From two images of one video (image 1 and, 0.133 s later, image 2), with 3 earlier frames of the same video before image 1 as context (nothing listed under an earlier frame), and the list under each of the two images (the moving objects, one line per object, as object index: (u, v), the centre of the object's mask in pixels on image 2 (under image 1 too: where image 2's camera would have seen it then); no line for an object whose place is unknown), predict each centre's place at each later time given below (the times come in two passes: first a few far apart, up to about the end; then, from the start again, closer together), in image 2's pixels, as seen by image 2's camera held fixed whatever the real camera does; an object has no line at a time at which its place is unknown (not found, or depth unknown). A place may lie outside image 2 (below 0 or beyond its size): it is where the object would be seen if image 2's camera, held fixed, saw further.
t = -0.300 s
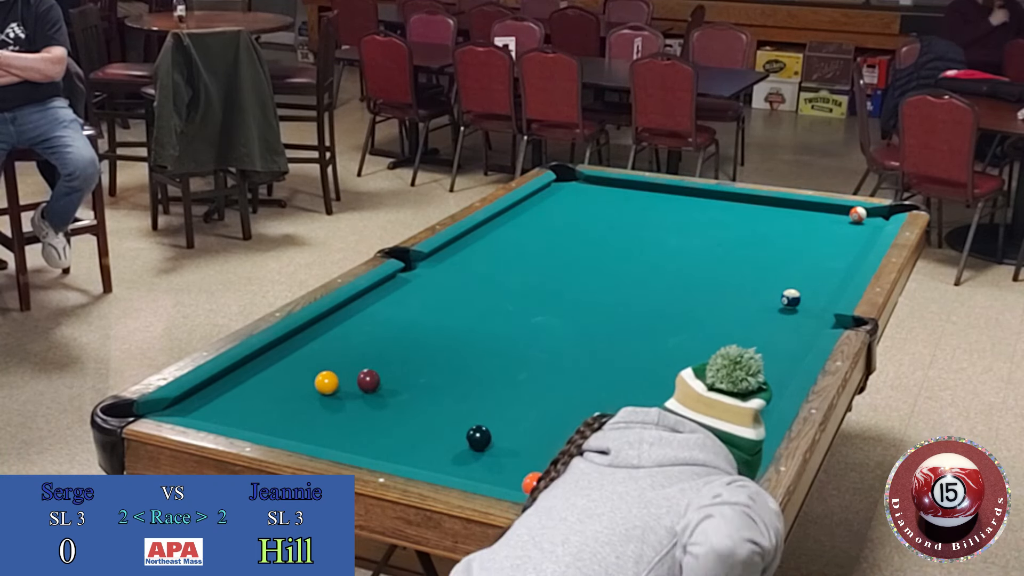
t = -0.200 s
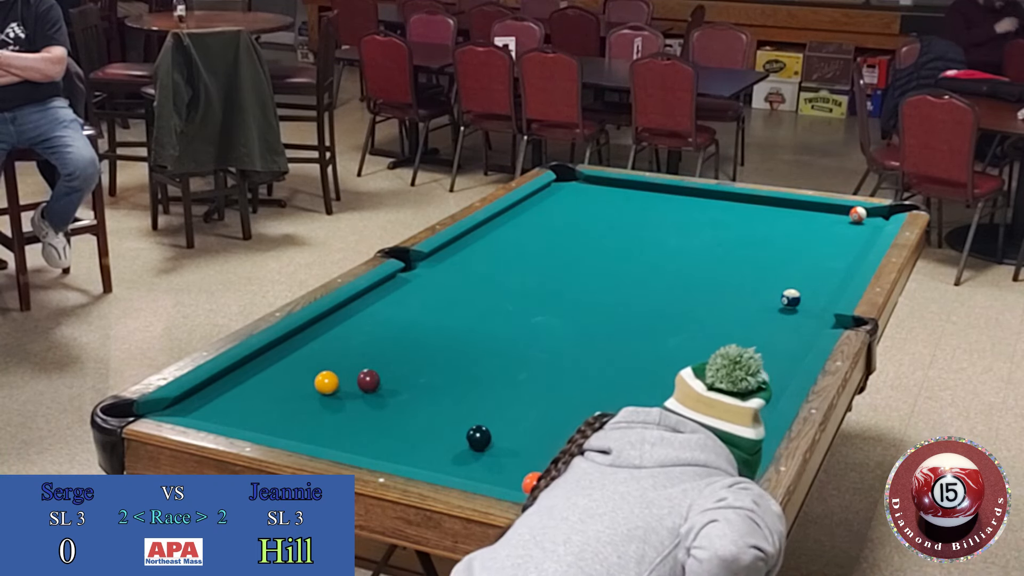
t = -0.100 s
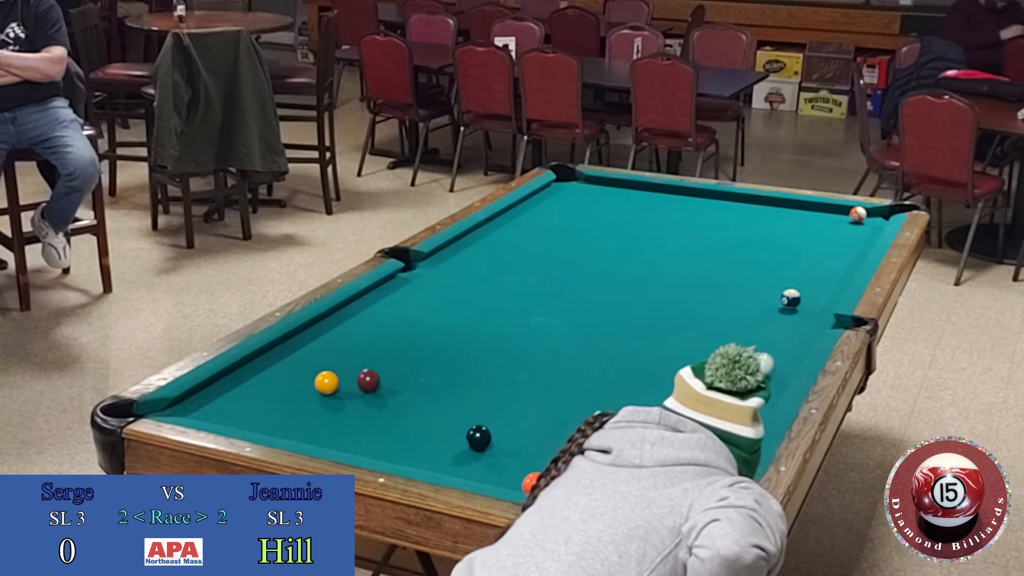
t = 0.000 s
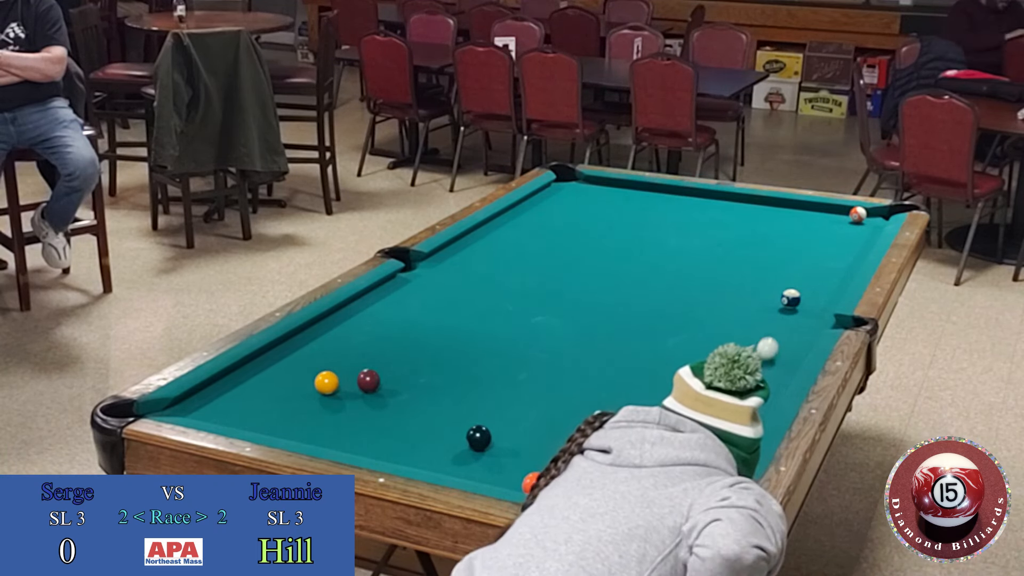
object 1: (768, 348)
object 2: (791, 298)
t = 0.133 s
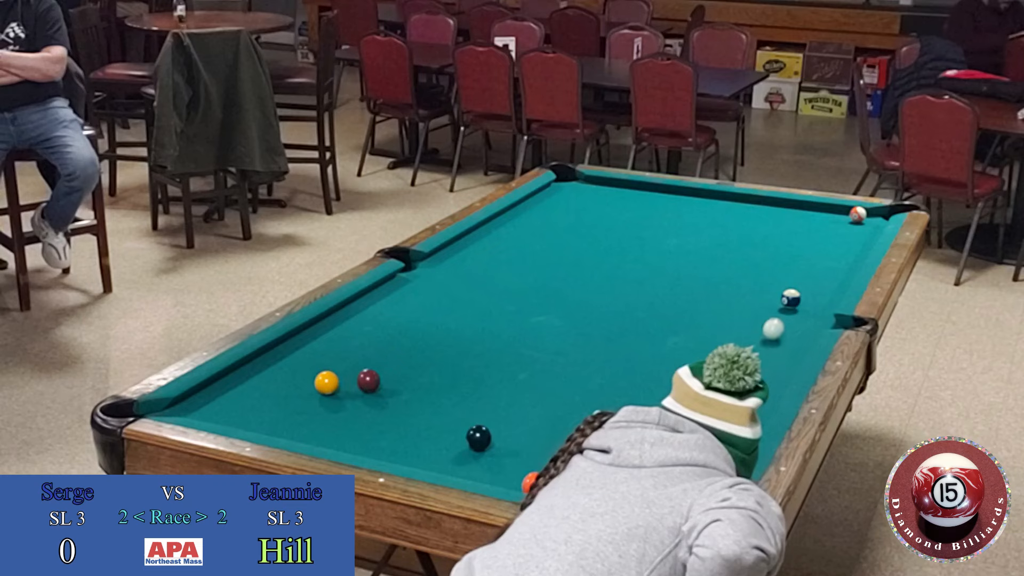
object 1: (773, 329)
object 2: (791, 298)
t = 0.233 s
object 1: (778, 315)
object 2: (791, 298)
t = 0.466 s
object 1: (768, 298)
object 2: (806, 289)
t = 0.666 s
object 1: (753, 289)
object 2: (824, 278)
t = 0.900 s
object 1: (737, 279)
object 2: (842, 267)
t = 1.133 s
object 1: (722, 270)
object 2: (858, 256)
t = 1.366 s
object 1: (709, 262)
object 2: (858, 247)
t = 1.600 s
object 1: (697, 255)
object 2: (858, 238)
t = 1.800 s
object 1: (687, 249)
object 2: (858, 231)
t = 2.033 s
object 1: (677, 243)
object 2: (857, 223)
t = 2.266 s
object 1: (668, 238)
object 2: (856, 218)
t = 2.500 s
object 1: (660, 233)
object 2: (854, 217)
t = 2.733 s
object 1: (652, 228)
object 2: (852, 216)
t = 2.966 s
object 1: (646, 224)
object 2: (850, 217)
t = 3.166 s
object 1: (641, 221)
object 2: (848, 218)
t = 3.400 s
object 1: (636, 218)
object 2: (847, 218)
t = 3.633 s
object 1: (631, 216)
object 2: (847, 218)
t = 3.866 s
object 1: (627, 214)
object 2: (847, 218)
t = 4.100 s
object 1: (624, 212)
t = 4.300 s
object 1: (622, 211)
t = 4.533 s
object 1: (619, 209)
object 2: (847, 219)
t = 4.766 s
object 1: (618, 208)
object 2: (847, 219)
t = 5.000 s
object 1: (617, 208)
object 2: (847, 219)
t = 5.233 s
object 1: (617, 208)
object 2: (847, 219)
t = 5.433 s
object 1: (617, 208)
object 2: (847, 219)
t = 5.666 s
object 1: (618, 208)
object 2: (847, 219)
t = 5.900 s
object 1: (618, 208)
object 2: (847, 219)
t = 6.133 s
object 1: (618, 208)
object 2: (847, 219)
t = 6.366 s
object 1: (618, 208)
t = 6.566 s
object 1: (618, 208)
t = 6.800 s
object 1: (618, 208)
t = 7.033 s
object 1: (618, 208)
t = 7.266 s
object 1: (618, 208)
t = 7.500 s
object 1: (618, 208)
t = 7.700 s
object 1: (618, 208)
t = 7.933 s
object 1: (618, 208)
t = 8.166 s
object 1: (618, 208)
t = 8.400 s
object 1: (618, 208)
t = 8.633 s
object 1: (618, 208)
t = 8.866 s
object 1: (618, 208)
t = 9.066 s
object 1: (618, 208)
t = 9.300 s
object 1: (618, 208)
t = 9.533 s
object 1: (618, 208)
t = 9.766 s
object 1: (618, 208)
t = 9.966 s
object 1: (618, 208)
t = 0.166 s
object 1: (775, 324)
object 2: (791, 298)
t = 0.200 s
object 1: (776, 319)
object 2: (791, 298)
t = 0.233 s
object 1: (778, 315)
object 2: (791, 298)
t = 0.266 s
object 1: (779, 311)
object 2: (791, 297)
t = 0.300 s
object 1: (780, 307)
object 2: (793, 297)
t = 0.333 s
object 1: (780, 304)
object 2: (794, 296)
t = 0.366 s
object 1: (777, 302)
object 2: (796, 294)
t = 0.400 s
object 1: (774, 301)
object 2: (800, 292)
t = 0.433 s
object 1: (771, 299)
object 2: (804, 291)
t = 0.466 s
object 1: (768, 298)
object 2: (806, 289)
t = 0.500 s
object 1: (766, 296)
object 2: (809, 287)
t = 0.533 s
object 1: (763, 295)
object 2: (812, 285)
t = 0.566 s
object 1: (760, 293)
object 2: (815, 283)
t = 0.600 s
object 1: (758, 292)
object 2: (818, 282)
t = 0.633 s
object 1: (756, 290)
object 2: (821, 280)
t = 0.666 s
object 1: (753, 289)
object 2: (824, 278)
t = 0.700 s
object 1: (751, 287)
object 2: (827, 277)
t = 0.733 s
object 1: (748, 286)
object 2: (829, 275)
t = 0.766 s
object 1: (746, 284)
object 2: (831, 274)
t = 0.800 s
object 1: (744, 283)
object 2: (834, 271)
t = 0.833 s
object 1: (742, 282)
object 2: (837, 270)
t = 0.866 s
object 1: (740, 280)
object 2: (840, 269)
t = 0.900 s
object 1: (737, 279)
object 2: (842, 267)
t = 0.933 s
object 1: (735, 278)
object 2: (845, 265)
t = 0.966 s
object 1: (733, 277)
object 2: (848, 264)
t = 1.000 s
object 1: (731, 275)
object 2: (850, 262)
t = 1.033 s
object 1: (728, 274)
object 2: (852, 261)
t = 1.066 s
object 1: (727, 273)
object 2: (854, 260)
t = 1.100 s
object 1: (725, 271)
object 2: (856, 258)
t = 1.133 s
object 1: (722, 270)
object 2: (858, 256)
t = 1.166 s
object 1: (720, 269)
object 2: (858, 255)
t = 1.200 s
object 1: (719, 268)
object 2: (858, 254)
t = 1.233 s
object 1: (717, 267)
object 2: (858, 252)
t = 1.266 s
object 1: (715, 265)
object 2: (858, 251)
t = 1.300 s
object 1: (713, 264)
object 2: (858, 250)
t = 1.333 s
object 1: (711, 263)
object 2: (858, 248)
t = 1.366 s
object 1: (709, 262)
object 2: (858, 247)
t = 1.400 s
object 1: (707, 261)
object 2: (858, 245)
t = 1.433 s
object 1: (706, 260)
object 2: (858, 244)
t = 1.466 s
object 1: (704, 259)
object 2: (858, 242)
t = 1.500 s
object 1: (702, 258)
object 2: (858, 241)
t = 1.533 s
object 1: (701, 257)
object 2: (858, 241)
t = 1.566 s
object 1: (699, 256)
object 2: (858, 239)
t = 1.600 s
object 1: (697, 255)
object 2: (858, 238)
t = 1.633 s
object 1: (695, 254)
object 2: (858, 236)
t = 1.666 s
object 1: (694, 253)
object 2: (857, 235)
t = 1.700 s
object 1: (692, 252)
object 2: (857, 234)
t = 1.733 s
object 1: (691, 251)
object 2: (857, 233)
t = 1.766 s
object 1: (689, 250)
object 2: (857, 232)
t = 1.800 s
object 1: (687, 249)
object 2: (858, 231)
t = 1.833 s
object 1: (686, 248)
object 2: (858, 229)
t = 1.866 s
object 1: (685, 247)
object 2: (858, 228)
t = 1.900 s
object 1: (683, 246)
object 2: (857, 228)
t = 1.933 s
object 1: (682, 246)
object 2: (857, 227)
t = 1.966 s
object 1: (680, 245)
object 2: (857, 225)
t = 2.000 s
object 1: (679, 244)
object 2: (857, 224)
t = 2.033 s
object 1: (677, 243)
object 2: (857, 223)
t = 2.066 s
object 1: (676, 242)
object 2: (857, 222)
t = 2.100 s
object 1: (675, 241)
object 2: (856, 221)
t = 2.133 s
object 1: (673, 241)
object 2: (857, 220)
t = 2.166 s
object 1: (672, 240)
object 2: (857, 220)
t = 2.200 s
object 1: (671, 239)
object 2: (857, 219)
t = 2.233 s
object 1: (669, 238)
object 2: (856, 219)
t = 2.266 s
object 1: (668, 238)
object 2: (856, 218)
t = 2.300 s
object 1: (667, 237)
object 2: (856, 218)
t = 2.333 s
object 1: (666, 236)
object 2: (855, 218)
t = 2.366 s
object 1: (664, 235)
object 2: (855, 218)
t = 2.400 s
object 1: (663, 235)
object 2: (855, 217)
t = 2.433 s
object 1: (662, 234)
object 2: (855, 217)
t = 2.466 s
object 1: (661, 233)
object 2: (854, 217)
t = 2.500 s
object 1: (660, 233)
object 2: (854, 217)
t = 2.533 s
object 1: (659, 232)
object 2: (854, 216)
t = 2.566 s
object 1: (658, 231)
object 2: (853, 216)
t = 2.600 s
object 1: (657, 231)
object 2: (853, 216)
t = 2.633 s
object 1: (655, 230)
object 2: (853, 216)
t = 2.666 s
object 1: (654, 229)
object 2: (852, 216)
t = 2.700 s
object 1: (653, 229)
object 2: (852, 216)
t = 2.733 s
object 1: (652, 228)
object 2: (852, 216)
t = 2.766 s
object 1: (651, 228)
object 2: (852, 216)
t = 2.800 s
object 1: (650, 227)
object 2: (851, 216)
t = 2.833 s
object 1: (650, 227)
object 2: (851, 217)
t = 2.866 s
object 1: (649, 226)
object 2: (851, 217)
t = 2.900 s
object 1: (648, 225)
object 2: (850, 217)
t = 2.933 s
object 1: (647, 225)
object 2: (850, 217)
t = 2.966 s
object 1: (646, 224)
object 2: (850, 217)
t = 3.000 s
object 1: (645, 224)
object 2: (850, 217)
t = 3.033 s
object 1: (644, 223)
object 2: (849, 217)
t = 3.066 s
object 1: (643, 223)
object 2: (849, 218)
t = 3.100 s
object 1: (643, 222)
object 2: (848, 218)
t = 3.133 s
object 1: (642, 222)
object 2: (848, 218)
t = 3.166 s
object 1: (641, 221)
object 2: (848, 218)
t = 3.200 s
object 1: (640, 221)
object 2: (848, 218)
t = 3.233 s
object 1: (639, 220)
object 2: (848, 218)
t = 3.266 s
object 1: (639, 220)
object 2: (847, 218)
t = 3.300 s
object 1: (638, 220)
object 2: (847, 218)
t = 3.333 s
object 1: (637, 219)
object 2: (847, 218)
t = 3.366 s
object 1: (636, 219)
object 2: (847, 218)
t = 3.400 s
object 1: (636, 218)
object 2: (847, 218)
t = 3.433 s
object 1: (635, 218)
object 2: (847, 218)
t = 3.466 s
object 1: (634, 217)
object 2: (847, 218)
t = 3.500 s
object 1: (634, 217)
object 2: (847, 218)
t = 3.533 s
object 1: (633, 217)
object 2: (847, 218)
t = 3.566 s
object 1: (632, 216)
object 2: (847, 218)
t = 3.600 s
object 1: (632, 216)
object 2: (847, 218)
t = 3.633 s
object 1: (631, 216)
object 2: (847, 218)
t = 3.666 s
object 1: (631, 215)
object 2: (847, 218)
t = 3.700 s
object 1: (630, 215)
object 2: (847, 218)
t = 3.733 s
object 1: (629, 215)
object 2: (847, 218)
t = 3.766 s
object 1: (629, 214)
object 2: (847, 218)
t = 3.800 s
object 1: (628, 214)
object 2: (847, 218)
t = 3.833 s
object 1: (628, 214)
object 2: (847, 218)
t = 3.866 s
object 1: (627, 214)
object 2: (847, 218)
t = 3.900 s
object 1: (627, 213)
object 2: (847, 218)
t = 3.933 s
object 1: (626, 213)
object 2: (848, 218)
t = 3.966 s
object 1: (626, 213)
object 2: (850, 217)
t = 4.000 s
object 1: (626, 212)
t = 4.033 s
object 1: (625, 212)
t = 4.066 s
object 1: (624, 212)
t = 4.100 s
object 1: (624, 212)
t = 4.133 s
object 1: (624, 211)
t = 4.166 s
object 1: (623, 211)
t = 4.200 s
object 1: (623, 211)
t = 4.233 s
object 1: (622, 211)
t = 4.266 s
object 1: (622, 211)
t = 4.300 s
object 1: (622, 211)
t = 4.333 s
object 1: (621, 210)
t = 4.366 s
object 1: (621, 210)
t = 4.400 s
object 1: (621, 210)
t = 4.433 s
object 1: (620, 210)
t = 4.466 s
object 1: (620, 210)
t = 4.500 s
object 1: (620, 210)
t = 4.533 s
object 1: (619, 209)
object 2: (847, 219)
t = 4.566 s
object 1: (619, 209)
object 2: (847, 219)
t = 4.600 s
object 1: (619, 209)
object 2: (847, 219)
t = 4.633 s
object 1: (619, 209)
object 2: (847, 219)
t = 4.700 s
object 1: (619, 209)
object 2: (847, 219)
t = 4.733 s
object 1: (618, 209)
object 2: (847, 219)
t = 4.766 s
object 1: (618, 208)
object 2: (847, 219)
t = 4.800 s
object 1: (618, 208)
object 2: (847, 219)
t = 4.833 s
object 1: (618, 208)
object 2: (847, 219)
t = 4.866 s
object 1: (618, 208)
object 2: (847, 219)
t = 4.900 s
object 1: (618, 208)
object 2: (847, 219)
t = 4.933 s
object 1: (617, 208)
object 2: (847, 219)
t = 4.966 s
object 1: (617, 208)
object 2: (847, 219)
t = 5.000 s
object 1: (617, 208)
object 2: (847, 219)
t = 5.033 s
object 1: (617, 208)
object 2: (847, 219)
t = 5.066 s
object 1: (617, 208)
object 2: (847, 219)
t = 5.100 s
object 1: (617, 208)
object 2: (847, 219)
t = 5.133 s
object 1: (617, 208)
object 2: (847, 219)
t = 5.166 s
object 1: (617, 208)
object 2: (847, 219)
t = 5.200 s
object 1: (617, 208)
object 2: (847, 219)
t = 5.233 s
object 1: (617, 208)
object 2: (847, 219)
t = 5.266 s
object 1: (617, 208)
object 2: (847, 219)
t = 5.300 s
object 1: (617, 208)
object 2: (847, 219)
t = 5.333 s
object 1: (617, 208)
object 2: (847, 219)
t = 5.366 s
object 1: (617, 208)
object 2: (847, 219)
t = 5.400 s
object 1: (617, 208)
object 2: (847, 219)
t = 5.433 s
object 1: (617, 208)
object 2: (847, 219)
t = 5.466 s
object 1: (617, 208)
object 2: (847, 219)
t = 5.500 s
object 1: (618, 208)
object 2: (847, 219)
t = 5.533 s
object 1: (618, 208)
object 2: (847, 219)
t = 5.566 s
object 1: (618, 208)
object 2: (847, 219)
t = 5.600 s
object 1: (618, 208)
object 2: (847, 219)
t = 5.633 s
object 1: (618, 208)
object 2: (847, 219)
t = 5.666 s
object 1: (618, 208)
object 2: (847, 219)
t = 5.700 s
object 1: (618, 208)
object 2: (847, 219)
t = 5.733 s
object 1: (618, 208)
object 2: (847, 219)
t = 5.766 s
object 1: (618, 208)
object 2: (847, 219)
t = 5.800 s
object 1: (618, 208)
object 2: (847, 219)
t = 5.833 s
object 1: (618, 208)
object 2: (847, 219)
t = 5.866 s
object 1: (618, 208)
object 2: (847, 219)
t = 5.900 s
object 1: (618, 208)
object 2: (847, 219)
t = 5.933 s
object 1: (618, 208)
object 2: (847, 219)
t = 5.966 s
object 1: (618, 208)
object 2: (847, 219)
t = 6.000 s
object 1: (618, 208)
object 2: (847, 219)
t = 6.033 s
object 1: (618, 208)
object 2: (847, 219)
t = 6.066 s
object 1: (618, 208)
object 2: (847, 219)
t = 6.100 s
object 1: (618, 208)
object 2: (847, 219)
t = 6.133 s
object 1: (618, 208)
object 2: (847, 219)
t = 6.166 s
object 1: (618, 208)
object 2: (847, 219)
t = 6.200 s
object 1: (618, 208)
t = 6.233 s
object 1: (618, 208)
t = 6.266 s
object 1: (618, 208)
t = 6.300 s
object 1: (618, 208)
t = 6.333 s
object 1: (618, 208)
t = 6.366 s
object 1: (618, 208)
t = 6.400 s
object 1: (618, 208)
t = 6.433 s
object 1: (618, 208)
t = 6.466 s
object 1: (618, 208)
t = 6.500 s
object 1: (618, 208)
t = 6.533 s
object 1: (618, 208)
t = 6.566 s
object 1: (618, 208)
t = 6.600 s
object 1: (618, 208)
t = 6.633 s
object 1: (618, 208)
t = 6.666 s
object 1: (618, 208)
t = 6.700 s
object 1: (618, 208)
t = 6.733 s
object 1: (618, 208)
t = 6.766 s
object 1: (618, 208)
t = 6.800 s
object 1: (618, 208)
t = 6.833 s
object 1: (618, 208)
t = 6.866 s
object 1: (618, 208)
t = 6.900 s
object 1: (618, 208)
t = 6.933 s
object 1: (618, 208)
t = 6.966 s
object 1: (618, 208)
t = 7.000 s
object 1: (618, 208)
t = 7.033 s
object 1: (618, 208)
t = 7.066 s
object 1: (618, 208)
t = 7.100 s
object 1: (618, 208)
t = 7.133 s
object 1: (618, 208)
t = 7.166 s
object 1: (618, 208)
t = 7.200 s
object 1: (618, 208)
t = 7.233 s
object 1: (618, 208)
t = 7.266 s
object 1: (618, 208)
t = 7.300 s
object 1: (618, 208)
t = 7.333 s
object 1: (618, 208)
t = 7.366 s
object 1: (618, 208)
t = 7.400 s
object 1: (618, 208)
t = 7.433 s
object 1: (618, 208)
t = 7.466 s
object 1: (618, 208)
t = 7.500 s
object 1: (618, 208)
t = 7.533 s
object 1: (618, 208)
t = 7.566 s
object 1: (618, 208)
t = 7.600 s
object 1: (618, 208)
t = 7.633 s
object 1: (618, 208)
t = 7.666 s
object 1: (618, 208)
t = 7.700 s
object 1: (618, 208)
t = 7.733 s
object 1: (618, 208)
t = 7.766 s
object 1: (618, 208)
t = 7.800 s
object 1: (618, 208)
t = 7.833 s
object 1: (618, 208)
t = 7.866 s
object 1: (618, 208)
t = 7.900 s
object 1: (618, 208)
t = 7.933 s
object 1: (618, 208)
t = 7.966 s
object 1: (618, 208)
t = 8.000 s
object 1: (618, 208)
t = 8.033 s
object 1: (618, 208)
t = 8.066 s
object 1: (618, 208)
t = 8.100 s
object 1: (618, 208)
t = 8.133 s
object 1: (618, 208)
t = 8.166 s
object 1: (618, 208)
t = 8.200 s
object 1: (618, 208)
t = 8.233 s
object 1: (618, 208)
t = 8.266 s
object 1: (618, 208)
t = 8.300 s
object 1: (618, 208)
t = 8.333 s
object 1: (618, 208)
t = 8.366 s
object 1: (618, 208)
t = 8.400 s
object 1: (618, 208)
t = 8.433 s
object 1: (618, 208)
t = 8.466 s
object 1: (618, 208)
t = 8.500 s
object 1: (618, 208)
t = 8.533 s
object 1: (618, 208)
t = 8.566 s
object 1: (618, 208)
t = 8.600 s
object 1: (618, 208)
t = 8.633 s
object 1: (618, 208)
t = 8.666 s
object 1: (618, 208)
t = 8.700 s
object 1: (618, 208)
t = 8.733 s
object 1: (618, 208)
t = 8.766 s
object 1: (618, 208)
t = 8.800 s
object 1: (618, 208)
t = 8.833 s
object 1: (618, 208)
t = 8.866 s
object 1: (618, 208)
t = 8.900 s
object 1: (618, 208)
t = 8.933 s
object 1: (618, 208)
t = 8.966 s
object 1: (618, 208)
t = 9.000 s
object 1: (618, 208)
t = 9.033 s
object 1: (618, 208)
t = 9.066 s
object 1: (618, 208)
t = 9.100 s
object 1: (618, 208)
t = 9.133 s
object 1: (618, 208)
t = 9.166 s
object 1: (618, 208)
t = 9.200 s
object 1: (618, 208)
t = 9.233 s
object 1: (618, 208)
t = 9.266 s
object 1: (618, 208)
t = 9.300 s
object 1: (618, 208)
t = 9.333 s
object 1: (618, 208)
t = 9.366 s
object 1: (618, 208)
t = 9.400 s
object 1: (618, 208)
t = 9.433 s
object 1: (618, 208)
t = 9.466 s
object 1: (618, 208)
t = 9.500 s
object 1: (618, 208)
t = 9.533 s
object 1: (618, 208)
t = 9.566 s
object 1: (618, 208)
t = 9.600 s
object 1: (618, 208)
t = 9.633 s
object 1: (618, 208)
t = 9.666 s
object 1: (618, 208)
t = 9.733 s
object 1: (618, 208)
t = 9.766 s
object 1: (618, 208)
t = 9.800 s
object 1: (618, 208)
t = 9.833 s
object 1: (618, 208)
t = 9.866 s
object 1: (618, 208)
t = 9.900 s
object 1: (618, 208)
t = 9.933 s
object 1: (618, 208)
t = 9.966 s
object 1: (618, 208)
